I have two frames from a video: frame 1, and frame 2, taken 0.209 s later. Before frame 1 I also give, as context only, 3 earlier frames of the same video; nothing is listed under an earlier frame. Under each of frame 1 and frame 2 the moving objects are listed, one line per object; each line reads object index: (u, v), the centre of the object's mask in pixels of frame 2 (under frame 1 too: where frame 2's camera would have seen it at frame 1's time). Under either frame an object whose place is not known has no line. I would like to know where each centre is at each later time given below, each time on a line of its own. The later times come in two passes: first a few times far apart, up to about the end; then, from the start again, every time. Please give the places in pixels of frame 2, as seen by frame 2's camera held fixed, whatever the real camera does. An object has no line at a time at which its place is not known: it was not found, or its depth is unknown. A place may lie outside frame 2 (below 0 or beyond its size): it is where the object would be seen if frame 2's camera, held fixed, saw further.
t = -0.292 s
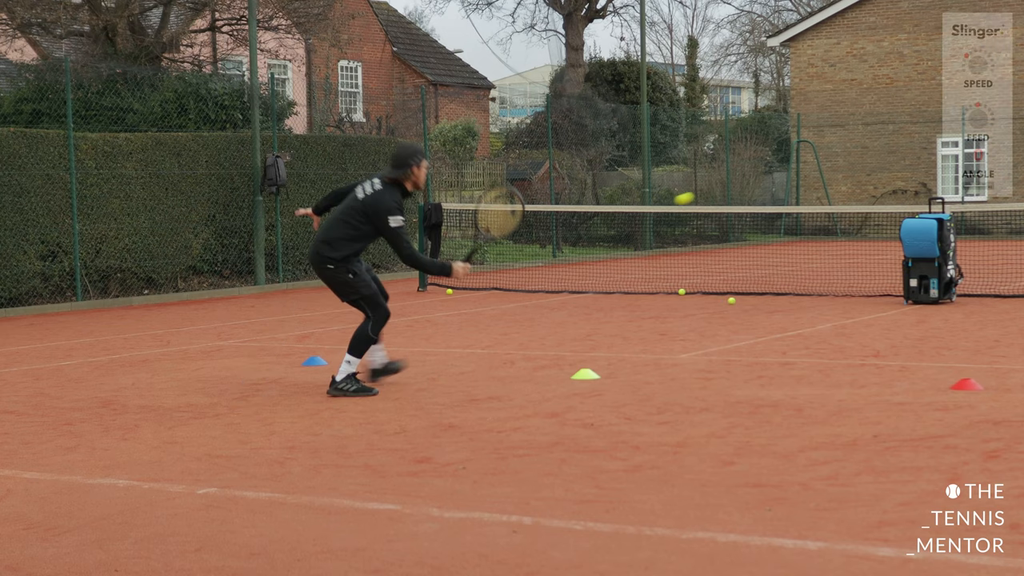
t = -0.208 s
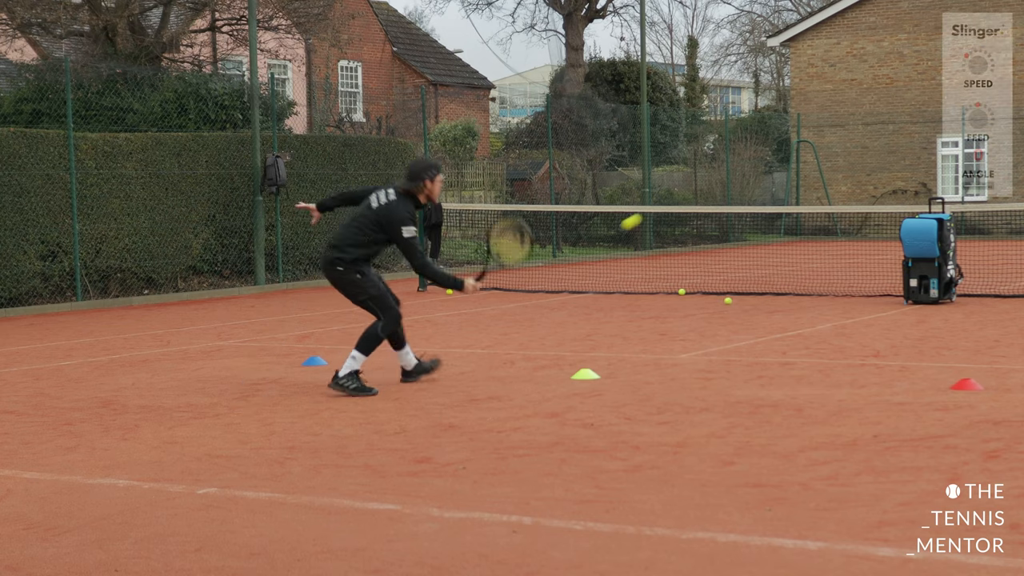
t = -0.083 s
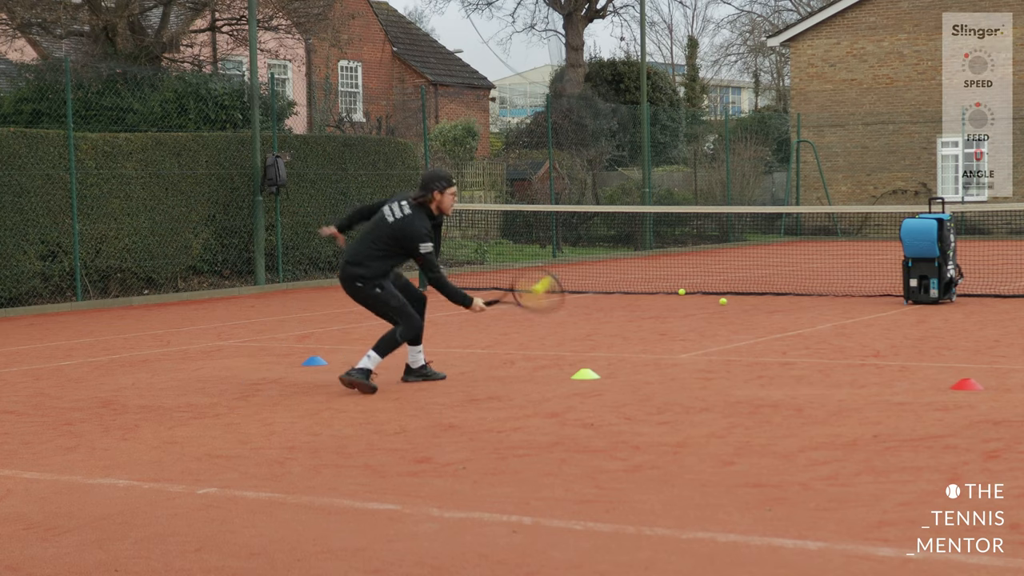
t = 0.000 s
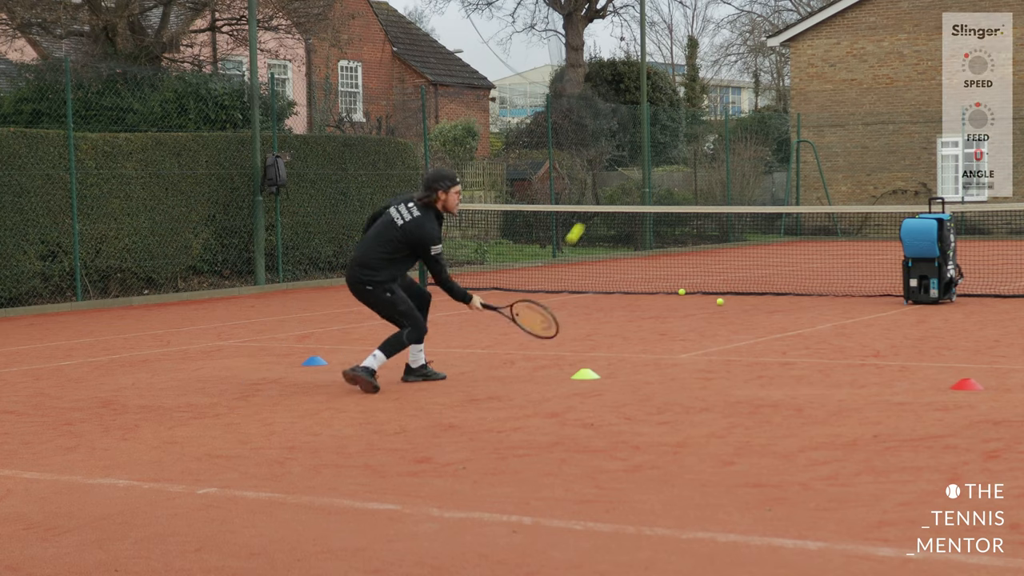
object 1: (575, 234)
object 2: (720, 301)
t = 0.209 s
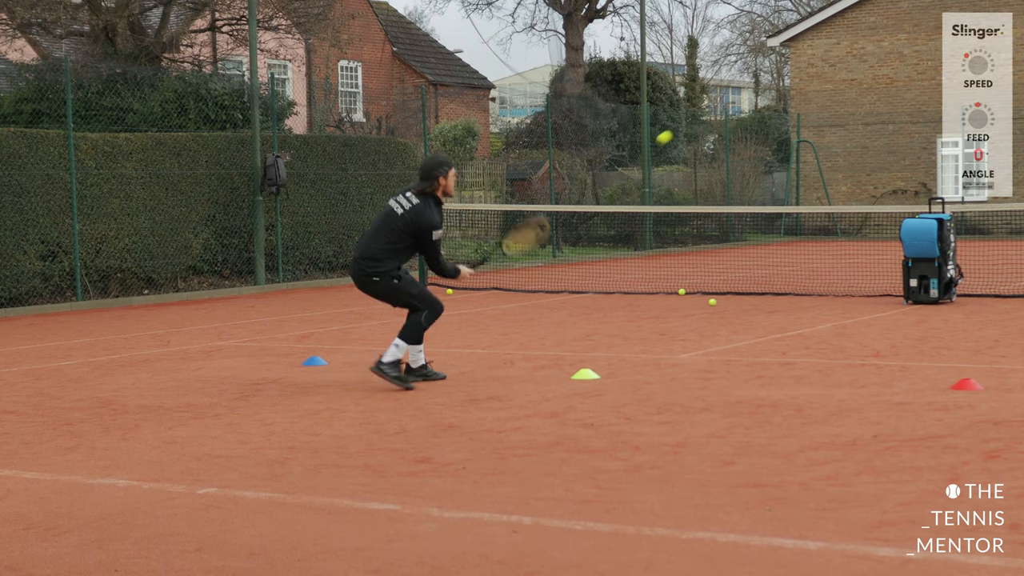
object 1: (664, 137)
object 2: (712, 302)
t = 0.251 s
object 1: (679, 127)
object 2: (711, 302)
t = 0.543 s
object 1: (767, 121)
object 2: (702, 303)
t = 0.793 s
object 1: (825, 186)
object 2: (696, 303)
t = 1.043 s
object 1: (870, 297)
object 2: (691, 304)
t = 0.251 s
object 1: (679, 127)
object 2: (711, 302)
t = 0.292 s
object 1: (694, 120)
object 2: (709, 302)
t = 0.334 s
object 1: (707, 114)
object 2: (708, 302)
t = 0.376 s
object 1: (721, 111)
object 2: (707, 302)
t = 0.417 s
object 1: (733, 111)
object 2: (705, 302)
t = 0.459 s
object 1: (745, 113)
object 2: (704, 303)
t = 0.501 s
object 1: (756, 116)
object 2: (703, 303)
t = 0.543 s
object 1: (767, 121)
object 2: (702, 303)
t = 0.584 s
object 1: (778, 128)
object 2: (701, 303)
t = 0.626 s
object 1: (787, 136)
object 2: (699, 303)
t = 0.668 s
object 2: (699, 303)
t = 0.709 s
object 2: (698, 303)
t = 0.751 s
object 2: (697, 303)
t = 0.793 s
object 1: (825, 186)
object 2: (696, 303)
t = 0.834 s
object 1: (832, 201)
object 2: (695, 303)
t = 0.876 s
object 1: (841, 219)
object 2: (695, 303)
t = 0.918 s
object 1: (848, 236)
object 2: (694, 303)
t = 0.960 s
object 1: (855, 256)
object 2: (693, 303)
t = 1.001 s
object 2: (692, 303)
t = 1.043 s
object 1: (870, 297)
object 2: (691, 304)
